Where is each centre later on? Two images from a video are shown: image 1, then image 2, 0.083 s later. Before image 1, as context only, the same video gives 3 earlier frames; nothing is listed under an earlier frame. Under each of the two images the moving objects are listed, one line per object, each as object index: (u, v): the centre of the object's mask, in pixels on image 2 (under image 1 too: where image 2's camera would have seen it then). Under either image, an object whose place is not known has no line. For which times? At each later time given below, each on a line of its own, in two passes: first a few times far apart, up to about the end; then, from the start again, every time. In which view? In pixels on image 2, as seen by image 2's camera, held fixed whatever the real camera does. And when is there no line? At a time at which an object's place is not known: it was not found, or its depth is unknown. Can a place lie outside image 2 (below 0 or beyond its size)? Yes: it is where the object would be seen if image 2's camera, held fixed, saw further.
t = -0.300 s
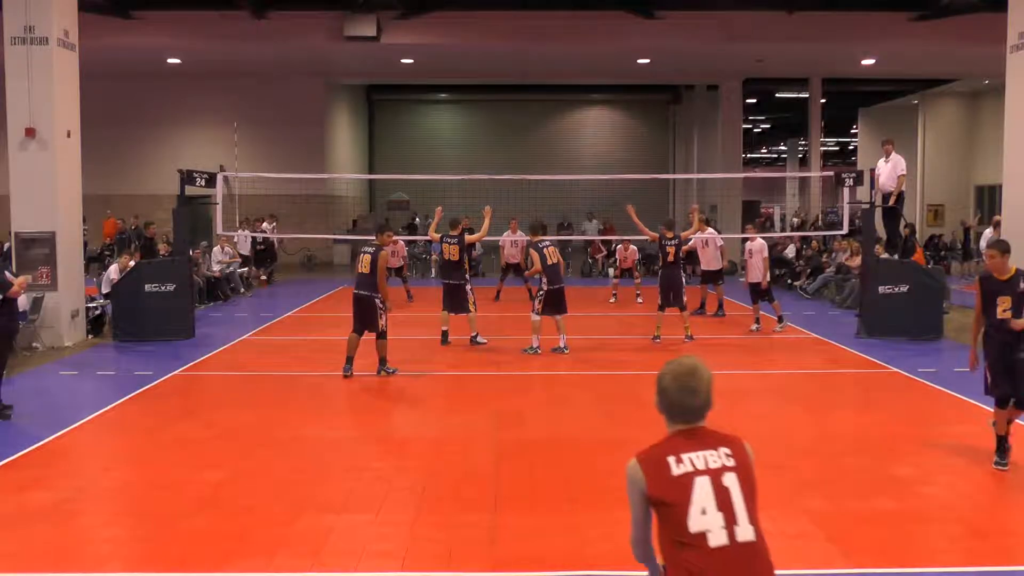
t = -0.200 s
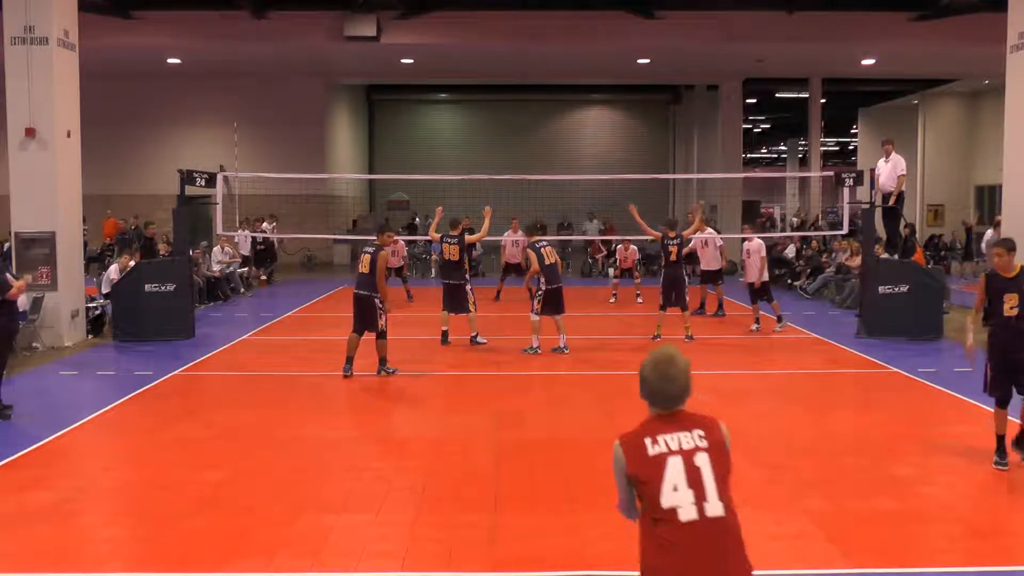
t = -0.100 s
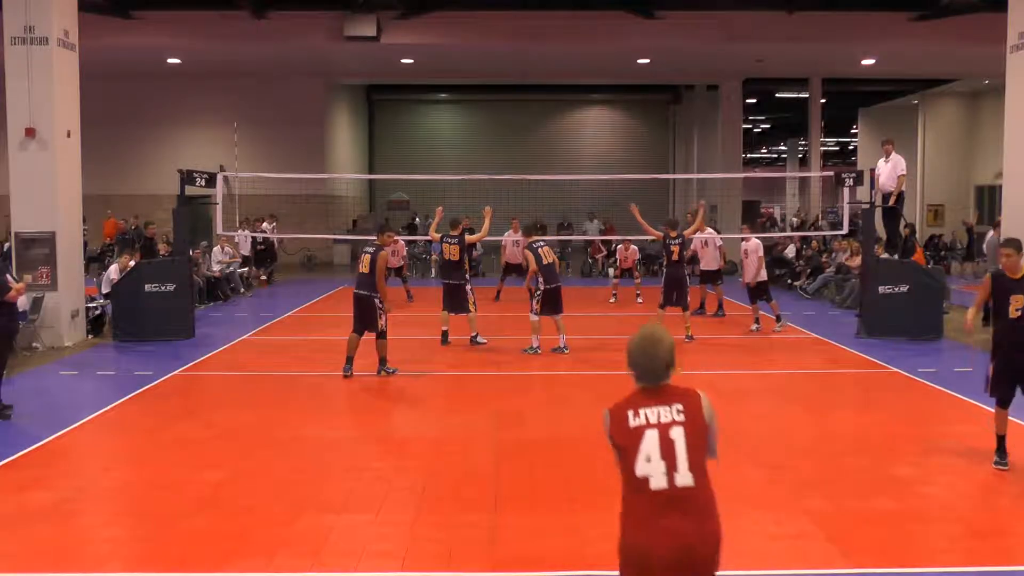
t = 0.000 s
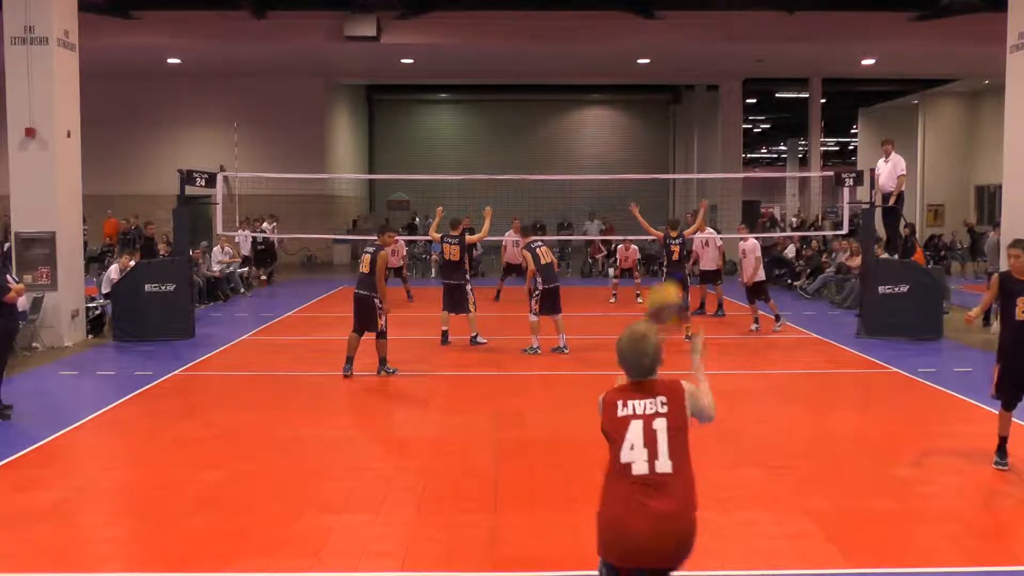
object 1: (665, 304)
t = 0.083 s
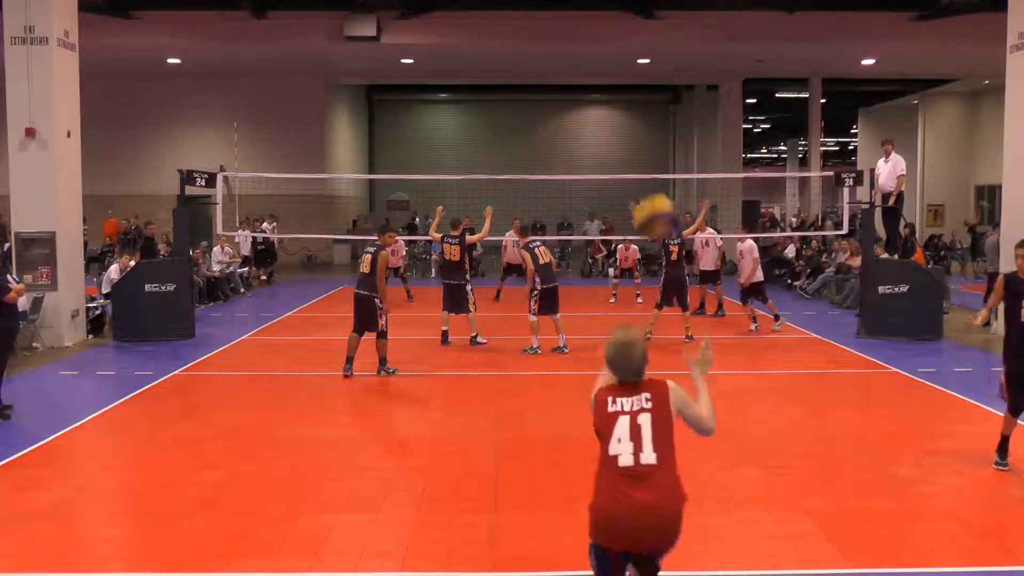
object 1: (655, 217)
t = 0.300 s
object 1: (634, 82)
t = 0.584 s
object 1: (613, 54)
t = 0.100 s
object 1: (652, 202)
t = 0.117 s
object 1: (651, 187)
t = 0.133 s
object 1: (650, 177)
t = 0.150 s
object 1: (647, 164)
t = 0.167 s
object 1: (646, 149)
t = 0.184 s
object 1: (644, 140)
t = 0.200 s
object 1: (643, 128)
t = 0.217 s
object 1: (642, 119)
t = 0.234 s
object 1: (641, 110)
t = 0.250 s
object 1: (639, 101)
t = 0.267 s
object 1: (637, 93)
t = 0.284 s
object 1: (636, 88)
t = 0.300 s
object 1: (634, 82)
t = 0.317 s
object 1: (632, 76)
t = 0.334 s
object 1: (631, 70)
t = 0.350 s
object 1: (630, 66)
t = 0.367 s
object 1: (628, 59)
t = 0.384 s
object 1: (627, 57)
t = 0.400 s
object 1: (626, 54)
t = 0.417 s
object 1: (624, 52)
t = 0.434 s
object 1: (623, 49)
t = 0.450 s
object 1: (622, 49)
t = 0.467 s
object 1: (621, 48)
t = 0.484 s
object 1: (619, 48)
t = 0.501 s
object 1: (619, 48)
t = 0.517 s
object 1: (618, 49)
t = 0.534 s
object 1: (616, 50)
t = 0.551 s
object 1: (615, 51)
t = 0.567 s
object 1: (613, 53)
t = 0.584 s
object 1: (613, 54)
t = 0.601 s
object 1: (611, 58)
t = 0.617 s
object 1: (610, 64)
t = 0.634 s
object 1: (609, 69)
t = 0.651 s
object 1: (608, 74)
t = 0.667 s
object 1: (607, 79)
